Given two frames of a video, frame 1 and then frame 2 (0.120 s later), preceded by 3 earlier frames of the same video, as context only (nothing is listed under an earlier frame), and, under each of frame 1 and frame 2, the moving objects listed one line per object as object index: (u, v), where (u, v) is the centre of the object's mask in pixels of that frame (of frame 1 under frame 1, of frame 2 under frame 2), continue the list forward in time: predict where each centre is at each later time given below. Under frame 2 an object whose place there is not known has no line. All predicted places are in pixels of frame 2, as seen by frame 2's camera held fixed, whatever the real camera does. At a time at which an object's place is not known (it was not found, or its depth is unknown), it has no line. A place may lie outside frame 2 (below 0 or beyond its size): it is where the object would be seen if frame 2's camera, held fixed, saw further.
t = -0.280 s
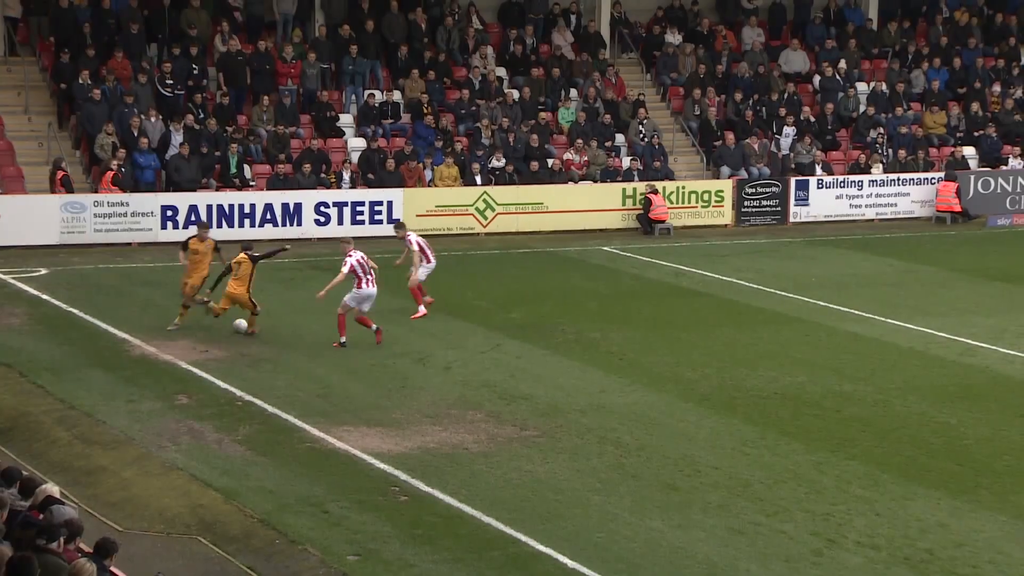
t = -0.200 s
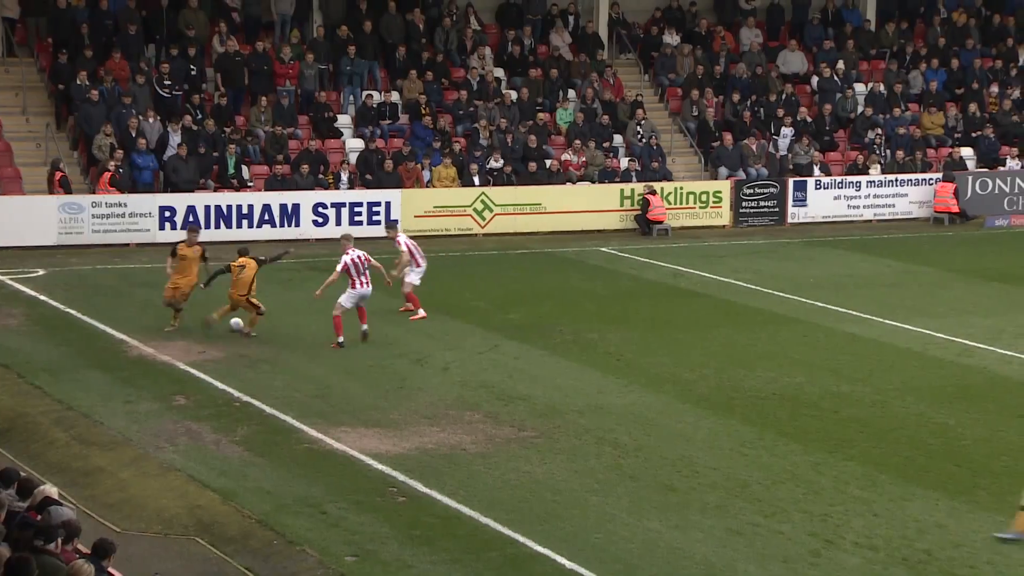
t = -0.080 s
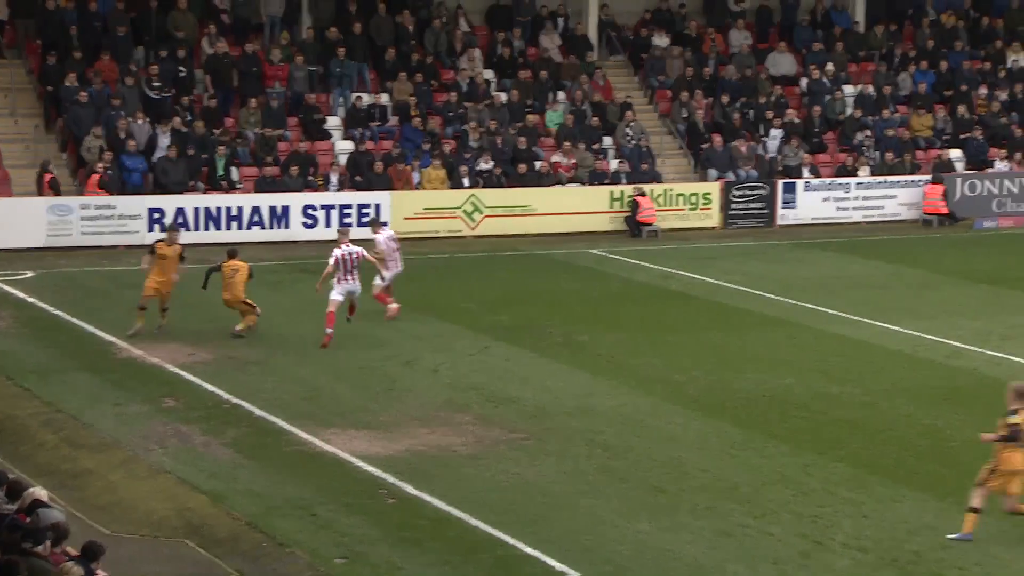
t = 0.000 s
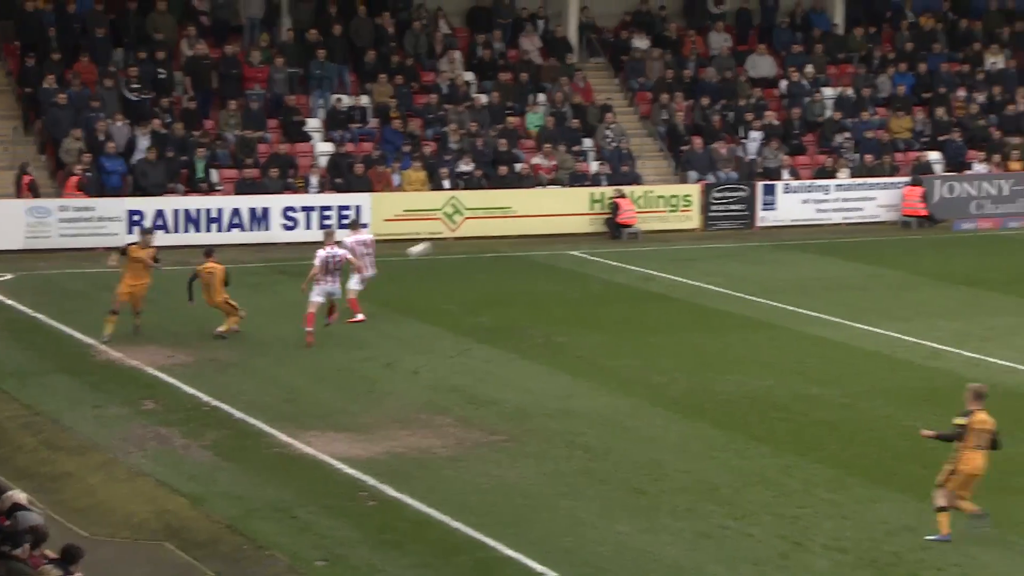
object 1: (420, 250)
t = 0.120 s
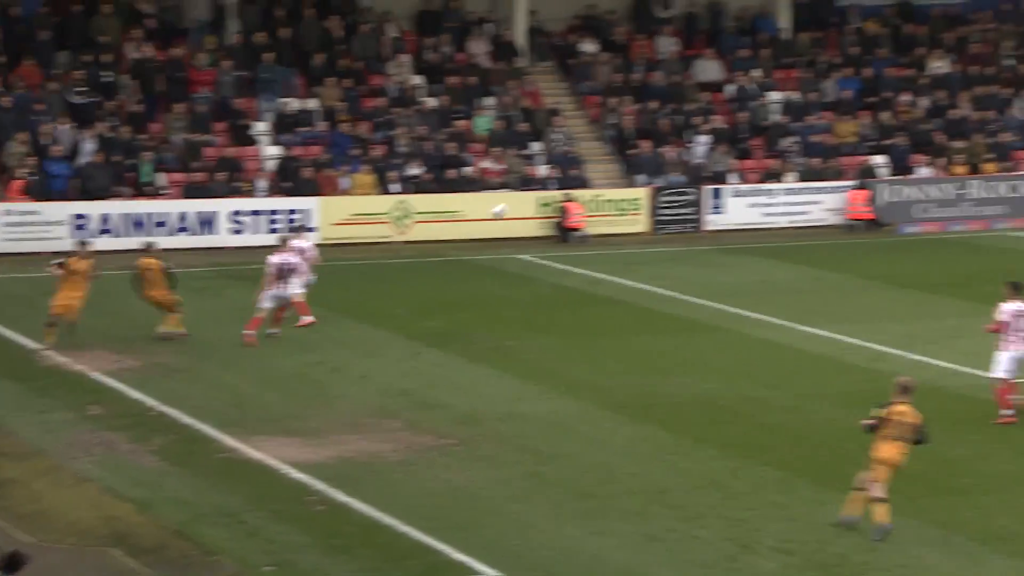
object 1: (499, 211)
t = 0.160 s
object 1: (539, 199)
